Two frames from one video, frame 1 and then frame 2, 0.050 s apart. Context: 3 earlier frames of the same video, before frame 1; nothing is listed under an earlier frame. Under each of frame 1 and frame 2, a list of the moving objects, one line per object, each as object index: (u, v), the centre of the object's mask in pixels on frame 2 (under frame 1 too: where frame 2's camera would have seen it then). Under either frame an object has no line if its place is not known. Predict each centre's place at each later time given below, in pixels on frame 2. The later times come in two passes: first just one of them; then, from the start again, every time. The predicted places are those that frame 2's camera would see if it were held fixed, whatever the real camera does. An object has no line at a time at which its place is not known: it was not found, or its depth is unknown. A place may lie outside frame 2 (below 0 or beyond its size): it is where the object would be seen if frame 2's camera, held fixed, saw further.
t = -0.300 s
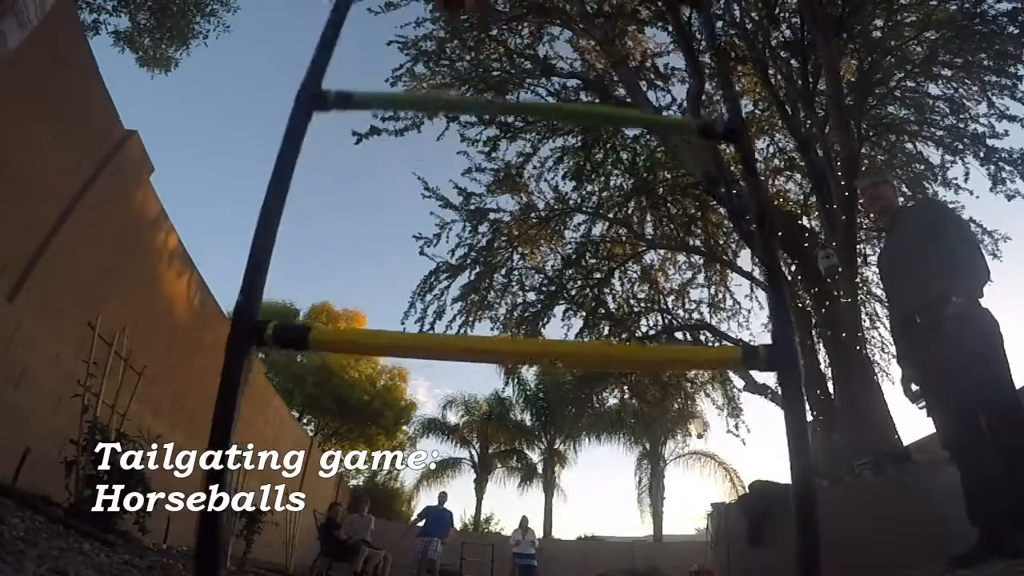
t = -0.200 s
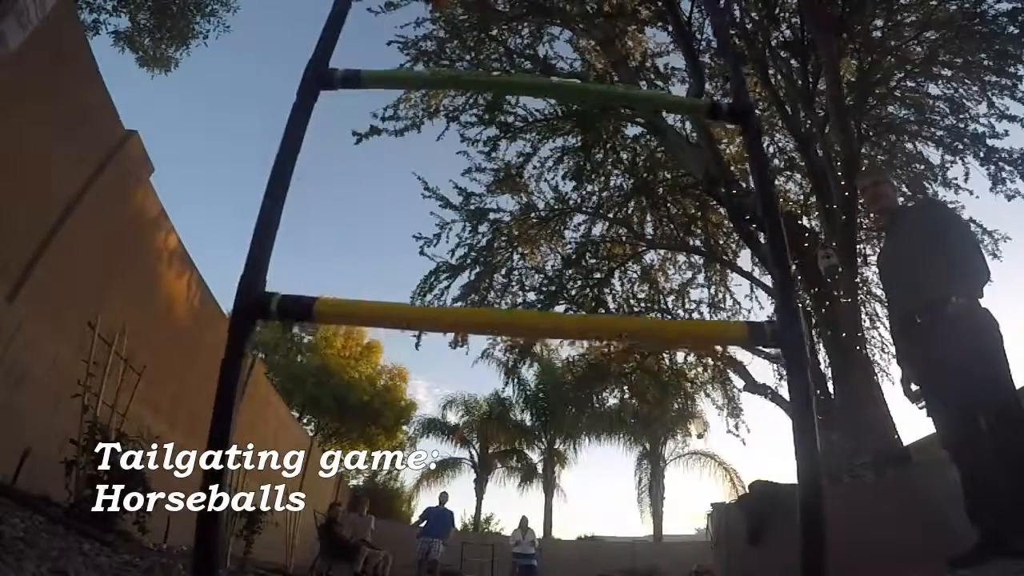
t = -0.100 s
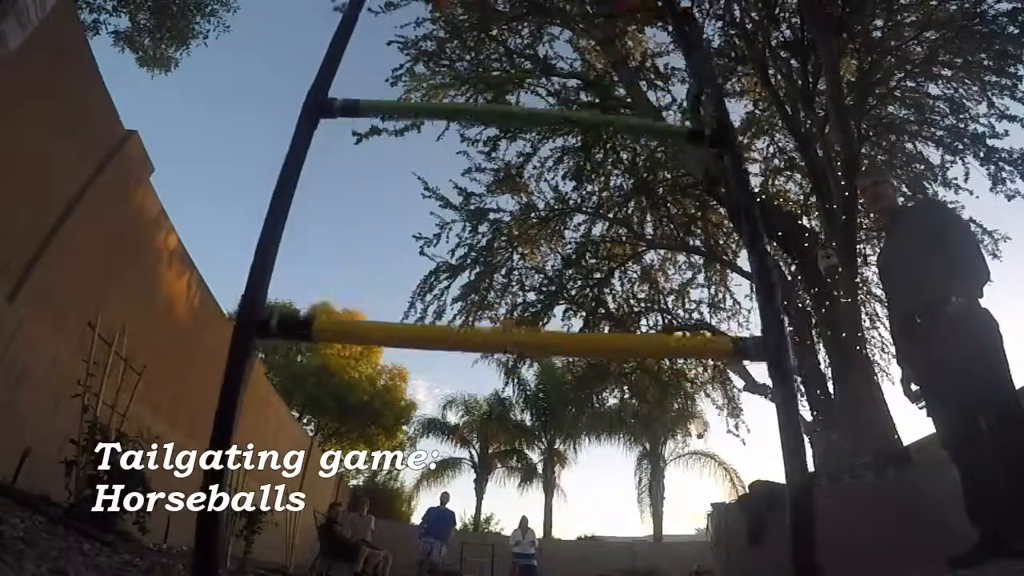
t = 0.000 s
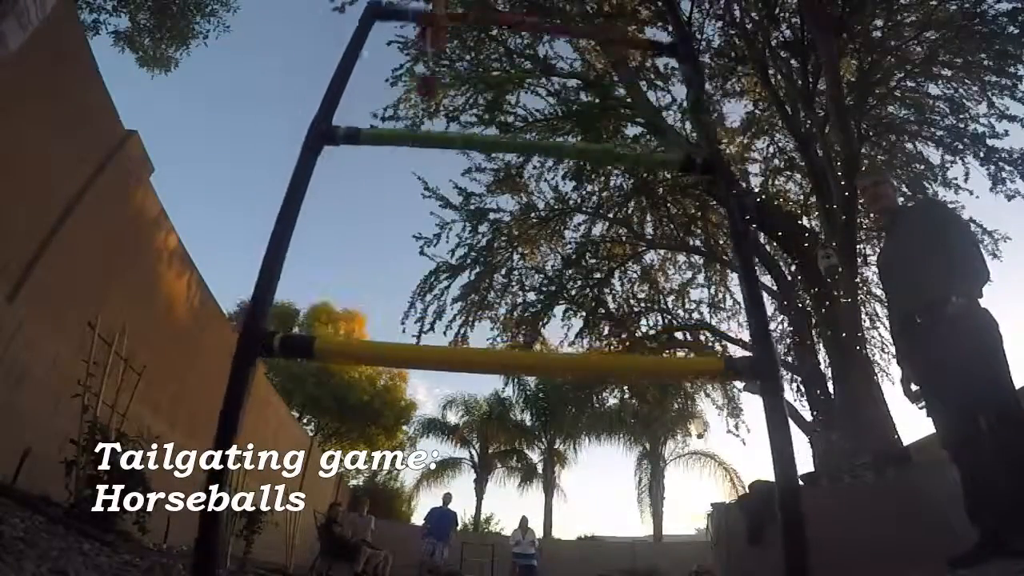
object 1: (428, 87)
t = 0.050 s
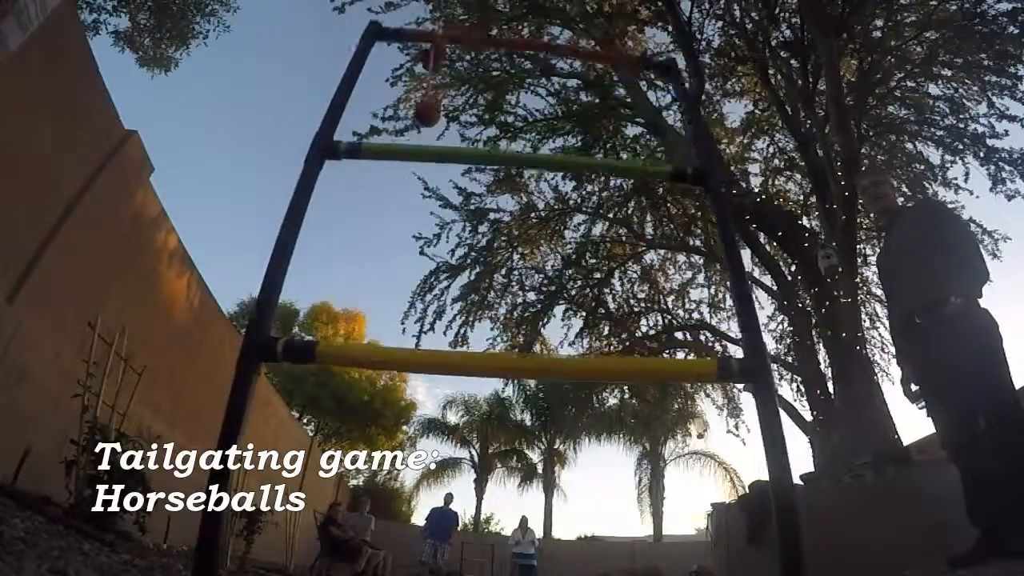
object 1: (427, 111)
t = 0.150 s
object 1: (419, 134)
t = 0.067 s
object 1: (427, 116)
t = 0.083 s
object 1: (425, 120)
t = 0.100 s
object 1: (425, 122)
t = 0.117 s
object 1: (423, 126)
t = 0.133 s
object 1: (422, 129)
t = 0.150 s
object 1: (419, 134)
